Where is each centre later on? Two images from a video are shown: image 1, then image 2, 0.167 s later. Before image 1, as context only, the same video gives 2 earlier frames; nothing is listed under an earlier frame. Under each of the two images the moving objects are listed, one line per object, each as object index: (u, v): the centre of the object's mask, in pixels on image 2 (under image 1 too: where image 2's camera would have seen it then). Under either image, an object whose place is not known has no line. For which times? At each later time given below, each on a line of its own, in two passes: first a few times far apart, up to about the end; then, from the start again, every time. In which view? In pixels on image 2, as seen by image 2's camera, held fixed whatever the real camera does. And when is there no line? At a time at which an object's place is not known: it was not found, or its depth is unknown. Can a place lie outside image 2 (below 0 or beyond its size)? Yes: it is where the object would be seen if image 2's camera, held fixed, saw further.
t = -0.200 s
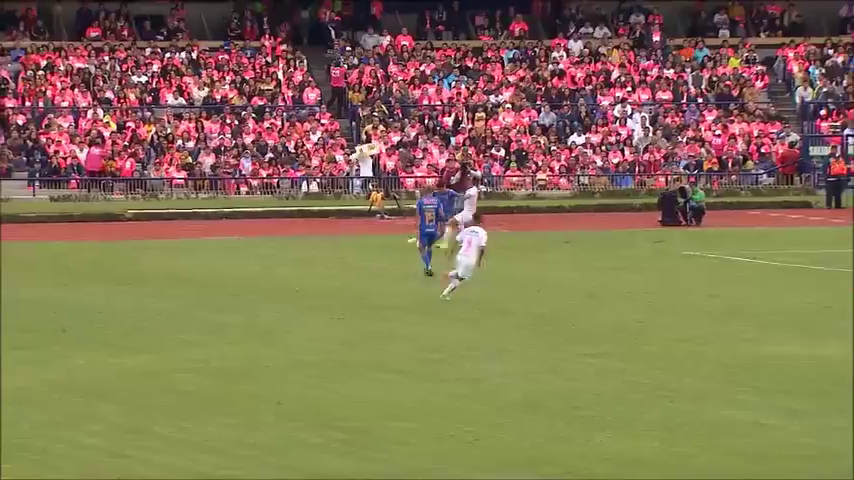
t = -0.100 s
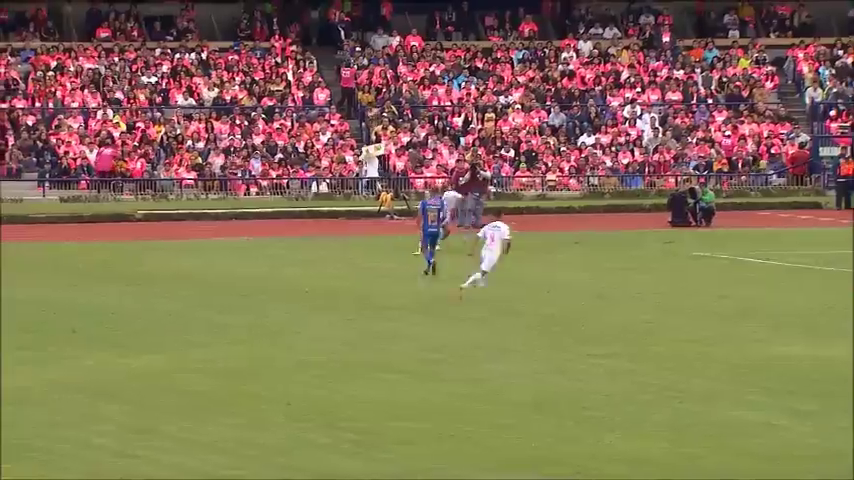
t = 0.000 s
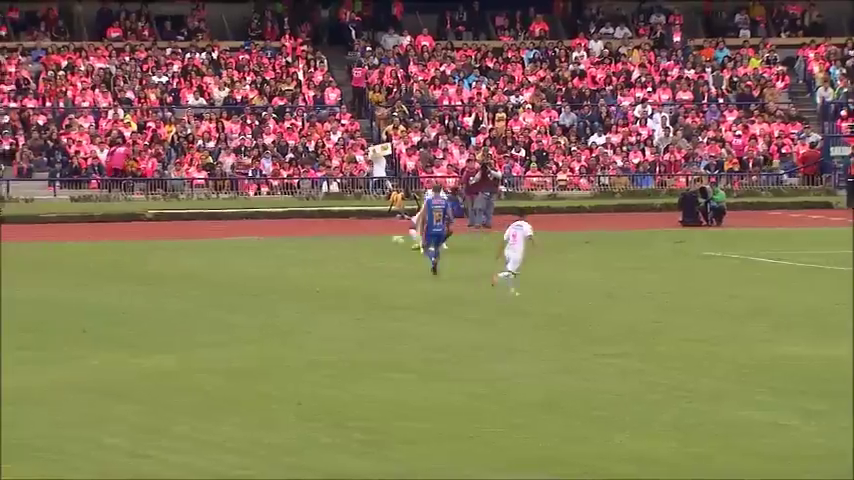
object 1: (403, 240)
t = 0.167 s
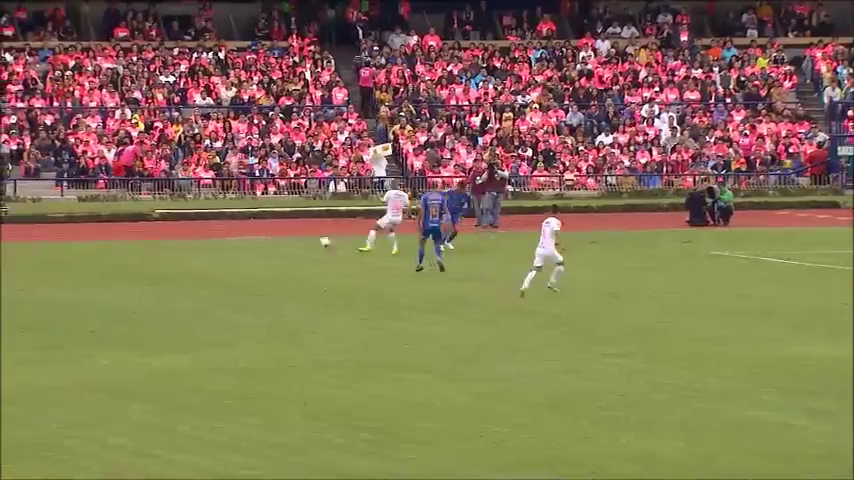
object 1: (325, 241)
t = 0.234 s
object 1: (292, 248)
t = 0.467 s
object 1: (195, 249)
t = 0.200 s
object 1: (309, 244)
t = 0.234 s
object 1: (292, 248)
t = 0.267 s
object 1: (277, 249)
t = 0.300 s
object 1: (263, 248)
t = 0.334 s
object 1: (248, 249)
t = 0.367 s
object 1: (233, 250)
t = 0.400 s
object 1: (220, 250)
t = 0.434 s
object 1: (207, 249)
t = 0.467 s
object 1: (195, 249)
